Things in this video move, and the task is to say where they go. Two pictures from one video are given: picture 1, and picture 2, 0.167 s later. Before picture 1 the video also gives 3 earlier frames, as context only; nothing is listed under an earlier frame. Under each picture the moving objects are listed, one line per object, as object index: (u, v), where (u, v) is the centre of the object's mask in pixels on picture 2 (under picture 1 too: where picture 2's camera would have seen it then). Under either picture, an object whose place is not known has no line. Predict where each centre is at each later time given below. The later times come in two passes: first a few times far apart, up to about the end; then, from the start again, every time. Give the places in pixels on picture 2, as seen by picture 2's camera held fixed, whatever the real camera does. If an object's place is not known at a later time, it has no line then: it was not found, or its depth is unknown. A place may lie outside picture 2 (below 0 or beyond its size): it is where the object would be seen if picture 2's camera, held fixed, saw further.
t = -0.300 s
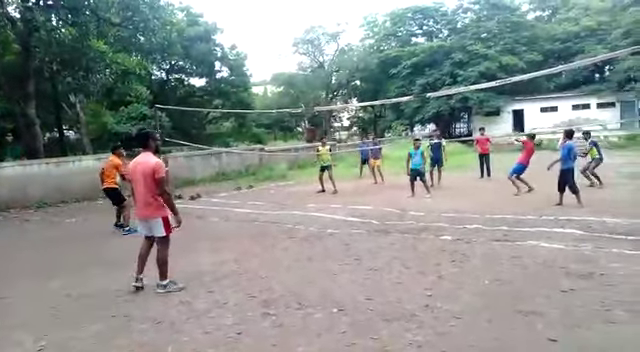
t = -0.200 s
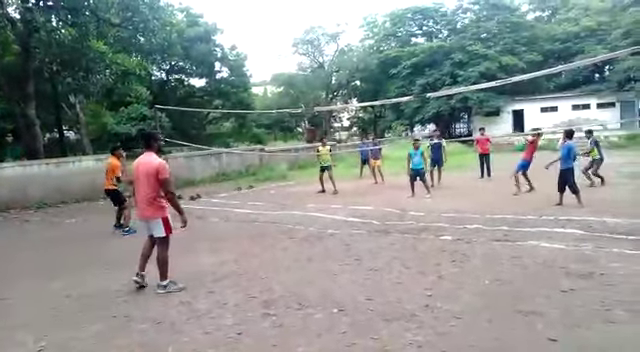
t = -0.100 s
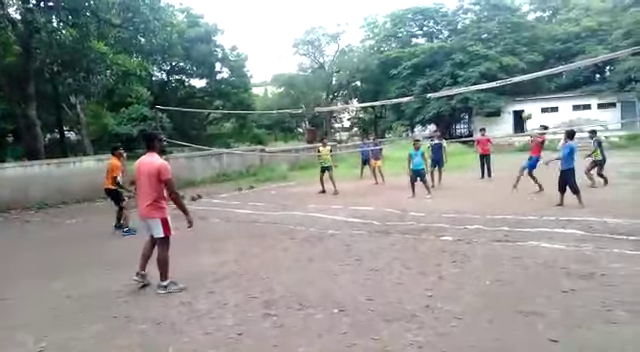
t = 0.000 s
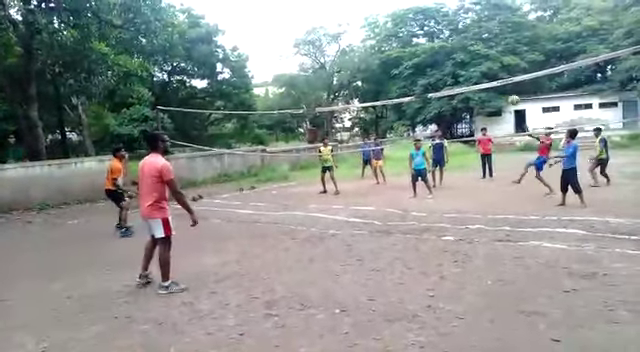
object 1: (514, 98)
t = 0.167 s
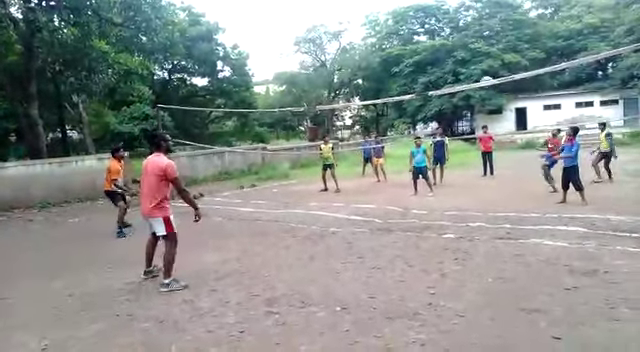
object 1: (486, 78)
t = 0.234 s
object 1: (473, 77)
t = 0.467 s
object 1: (424, 86)
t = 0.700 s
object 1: (361, 131)
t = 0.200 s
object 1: (480, 78)
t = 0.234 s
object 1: (473, 77)
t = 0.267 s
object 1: (467, 77)
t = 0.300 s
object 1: (460, 77)
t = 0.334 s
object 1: (454, 78)
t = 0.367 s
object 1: (447, 79)
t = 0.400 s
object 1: (439, 81)
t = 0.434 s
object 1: (433, 83)
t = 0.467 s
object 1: (424, 86)
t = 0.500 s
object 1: (416, 89)
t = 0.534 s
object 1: (407, 94)
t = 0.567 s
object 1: (399, 99)
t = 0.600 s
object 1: (390, 105)
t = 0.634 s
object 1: (383, 112)
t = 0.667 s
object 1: (370, 120)
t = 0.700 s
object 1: (361, 131)
